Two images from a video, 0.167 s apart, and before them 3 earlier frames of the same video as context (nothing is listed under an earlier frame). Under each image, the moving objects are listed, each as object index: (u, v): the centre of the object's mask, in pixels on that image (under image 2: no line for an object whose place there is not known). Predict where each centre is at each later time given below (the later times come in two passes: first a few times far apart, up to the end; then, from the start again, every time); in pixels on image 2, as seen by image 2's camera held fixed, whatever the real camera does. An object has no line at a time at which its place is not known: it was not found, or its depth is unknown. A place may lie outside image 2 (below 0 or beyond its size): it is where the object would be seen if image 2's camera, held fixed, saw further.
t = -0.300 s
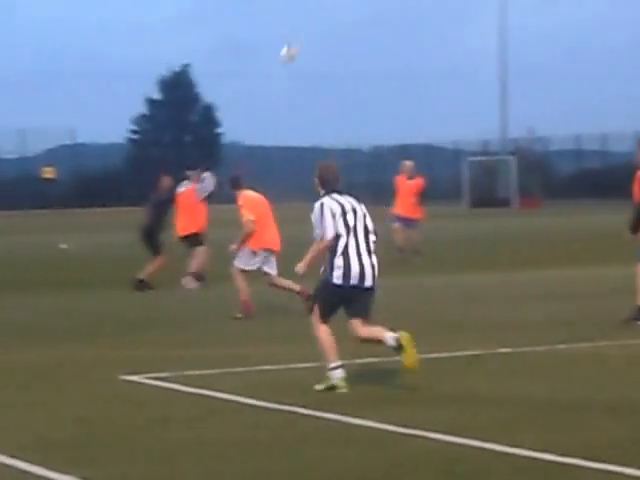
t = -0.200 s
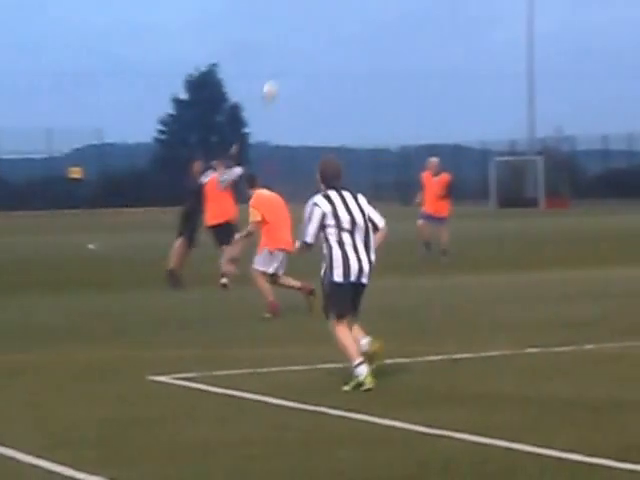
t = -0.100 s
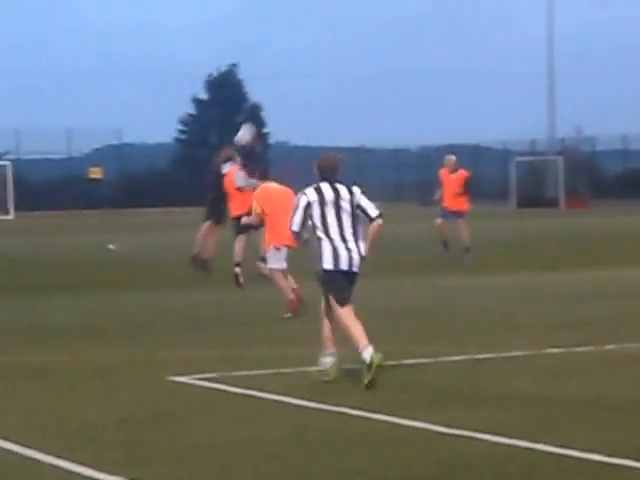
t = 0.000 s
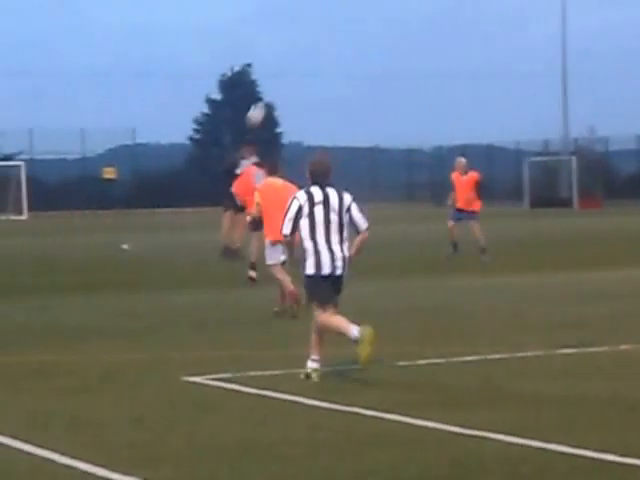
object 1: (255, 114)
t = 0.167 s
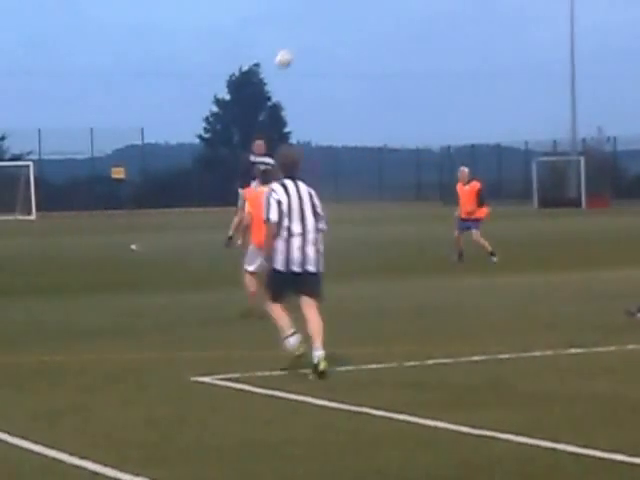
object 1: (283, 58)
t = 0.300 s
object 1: (300, 29)
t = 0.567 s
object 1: (336, 6)
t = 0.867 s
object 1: (375, 38)
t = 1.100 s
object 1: (404, 101)
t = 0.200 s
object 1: (288, 50)
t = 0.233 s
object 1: (292, 41)
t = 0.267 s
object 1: (296, 35)
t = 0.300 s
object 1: (300, 29)
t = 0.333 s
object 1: (304, 23)
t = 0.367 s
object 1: (310, 18)
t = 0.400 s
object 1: (314, 14)
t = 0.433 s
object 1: (318, 11)
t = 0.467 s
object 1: (322, 9)
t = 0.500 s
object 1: (326, 7)
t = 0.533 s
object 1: (331, 7)
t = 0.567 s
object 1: (336, 6)
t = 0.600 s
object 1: (340, 7)
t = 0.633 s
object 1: (344, 8)
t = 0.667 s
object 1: (348, 10)
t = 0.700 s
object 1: (352, 13)
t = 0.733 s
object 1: (357, 16)
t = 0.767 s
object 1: (361, 21)
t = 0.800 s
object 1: (365, 26)
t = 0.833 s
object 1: (370, 32)
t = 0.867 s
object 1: (375, 38)
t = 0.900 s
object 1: (378, 45)
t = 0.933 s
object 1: (383, 53)
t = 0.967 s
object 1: (387, 61)
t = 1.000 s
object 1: (393, 71)
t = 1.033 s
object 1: (396, 80)
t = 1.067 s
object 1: (400, 90)
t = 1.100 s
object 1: (404, 101)
